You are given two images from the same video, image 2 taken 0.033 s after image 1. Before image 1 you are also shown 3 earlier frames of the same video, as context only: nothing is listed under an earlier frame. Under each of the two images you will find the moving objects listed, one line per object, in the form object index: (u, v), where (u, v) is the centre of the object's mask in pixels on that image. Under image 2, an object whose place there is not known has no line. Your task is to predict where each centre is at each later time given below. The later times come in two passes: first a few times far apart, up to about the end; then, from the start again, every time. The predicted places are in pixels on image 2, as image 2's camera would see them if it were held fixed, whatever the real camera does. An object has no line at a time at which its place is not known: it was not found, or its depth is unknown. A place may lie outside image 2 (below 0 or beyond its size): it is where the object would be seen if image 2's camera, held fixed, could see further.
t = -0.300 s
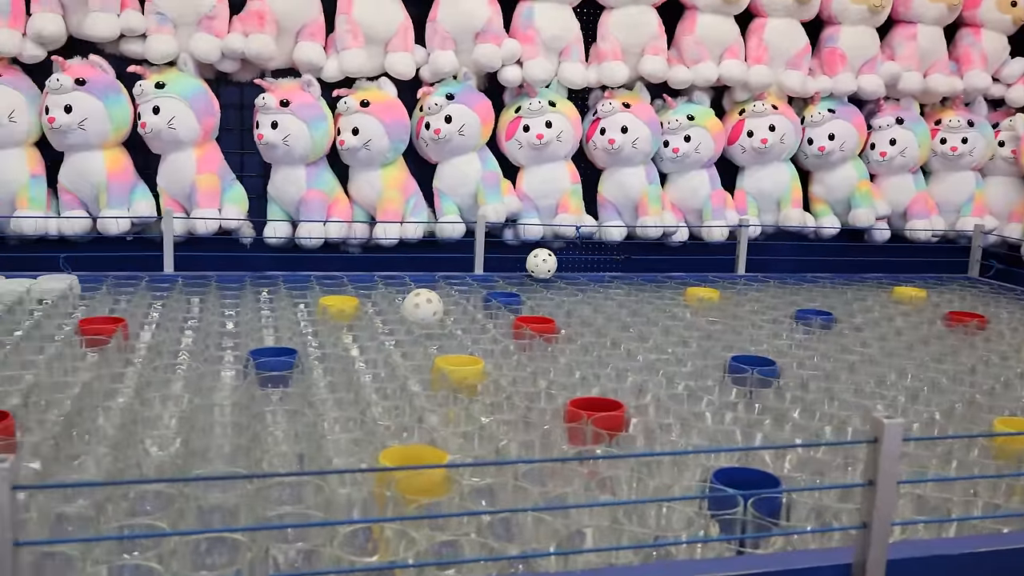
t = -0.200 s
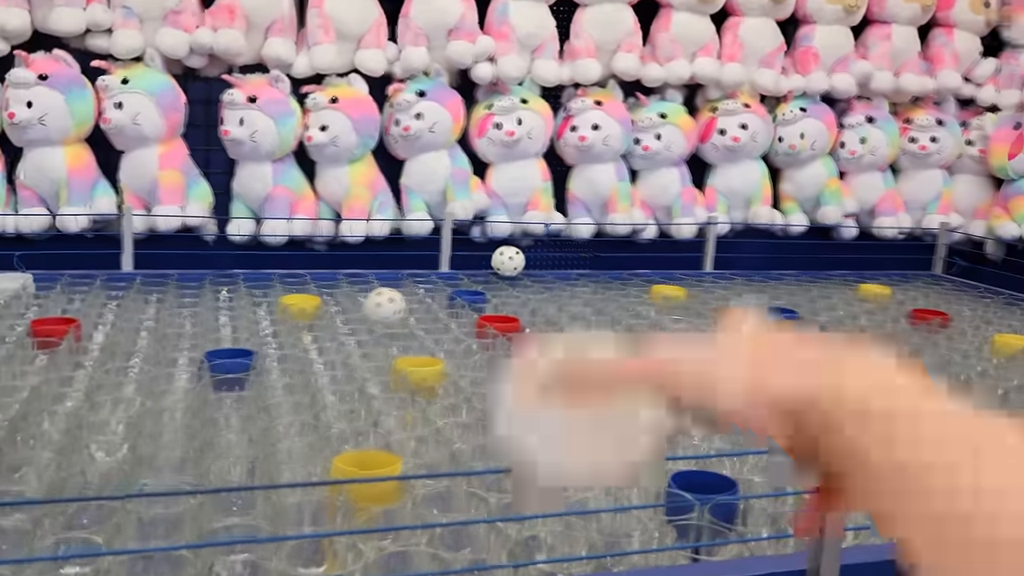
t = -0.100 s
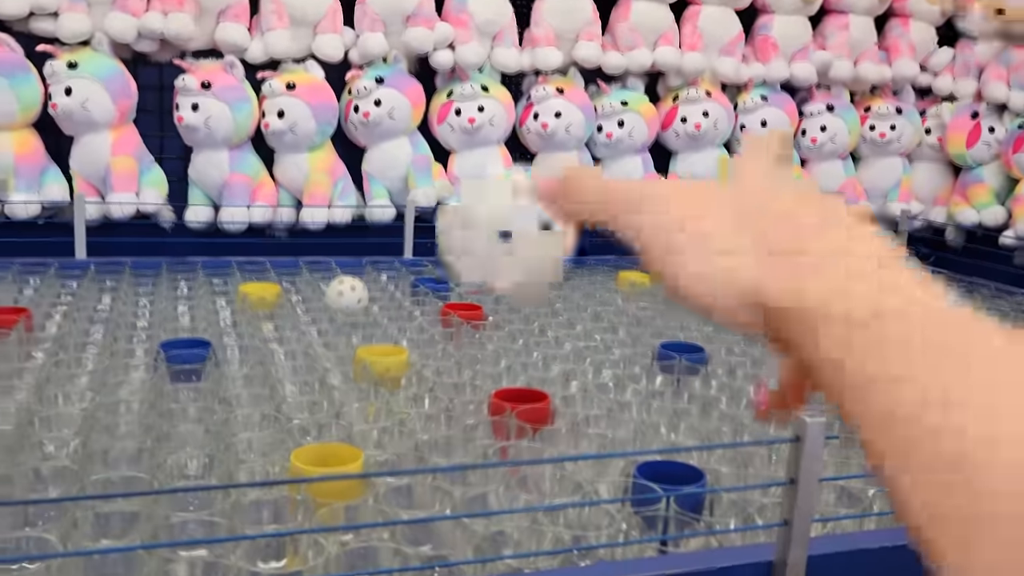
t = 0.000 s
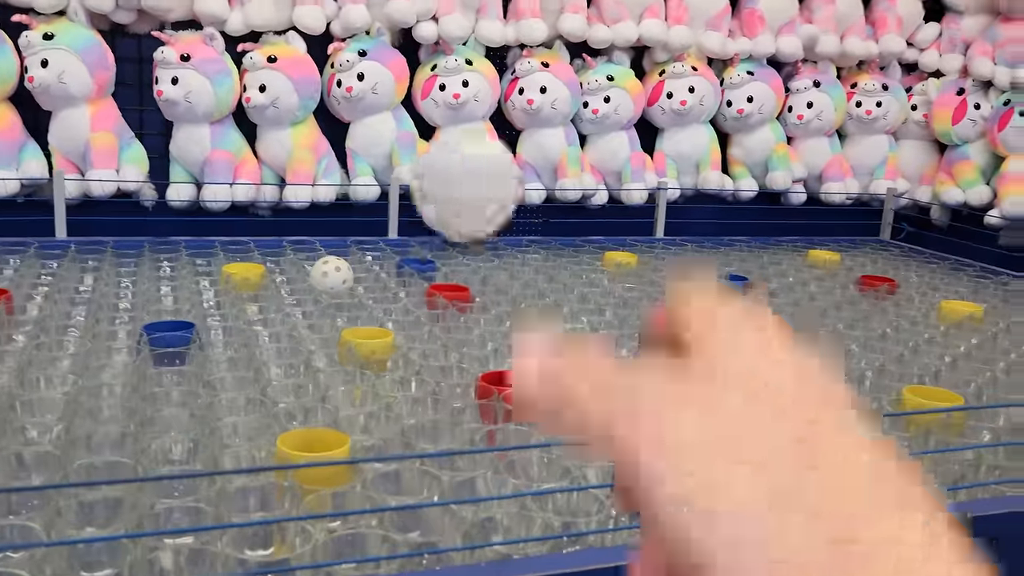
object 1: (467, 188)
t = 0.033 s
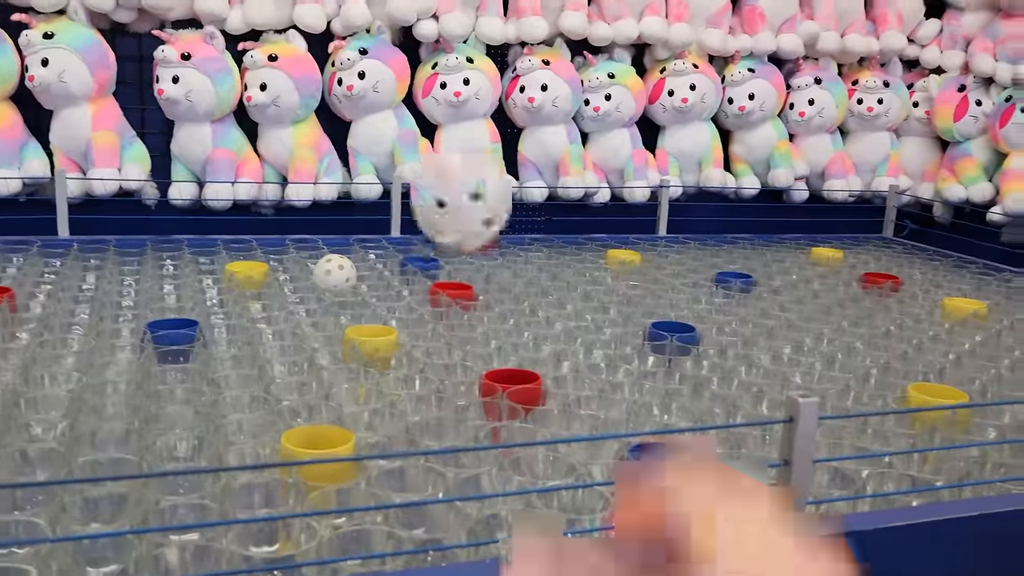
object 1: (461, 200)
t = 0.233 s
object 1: (452, 389)
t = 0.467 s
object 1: (644, 325)
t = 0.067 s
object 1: (456, 224)
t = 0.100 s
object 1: (451, 253)
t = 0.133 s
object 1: (446, 291)
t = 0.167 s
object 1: (442, 334)
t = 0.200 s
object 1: (434, 379)
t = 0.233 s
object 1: (452, 389)
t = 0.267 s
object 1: (489, 374)
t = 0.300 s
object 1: (525, 366)
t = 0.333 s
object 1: (560, 364)
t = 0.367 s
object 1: (595, 370)
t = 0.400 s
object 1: (621, 368)
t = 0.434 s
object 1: (632, 343)
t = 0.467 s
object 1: (644, 325)
